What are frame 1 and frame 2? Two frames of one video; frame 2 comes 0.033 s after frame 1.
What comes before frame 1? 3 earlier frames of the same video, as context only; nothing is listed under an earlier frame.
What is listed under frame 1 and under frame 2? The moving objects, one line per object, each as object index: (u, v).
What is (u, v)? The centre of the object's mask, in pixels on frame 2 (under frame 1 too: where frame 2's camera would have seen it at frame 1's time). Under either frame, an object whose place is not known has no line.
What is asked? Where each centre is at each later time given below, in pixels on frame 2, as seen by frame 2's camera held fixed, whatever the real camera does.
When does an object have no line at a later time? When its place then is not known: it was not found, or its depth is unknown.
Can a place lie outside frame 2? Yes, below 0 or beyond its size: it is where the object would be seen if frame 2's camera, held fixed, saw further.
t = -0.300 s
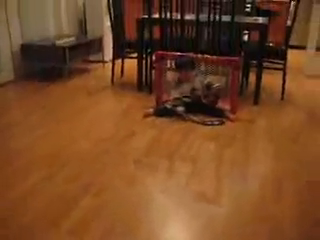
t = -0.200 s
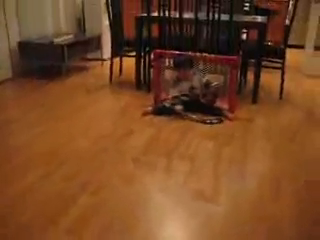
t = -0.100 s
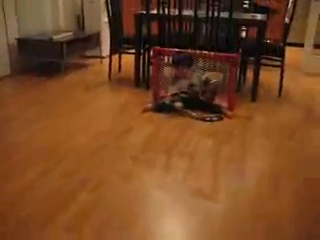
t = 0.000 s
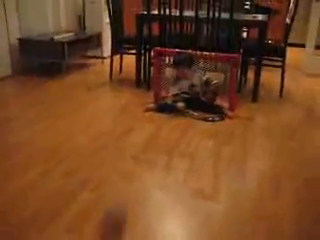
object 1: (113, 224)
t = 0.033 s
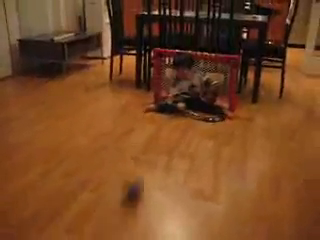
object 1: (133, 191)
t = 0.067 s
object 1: (146, 169)
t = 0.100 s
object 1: (157, 151)
